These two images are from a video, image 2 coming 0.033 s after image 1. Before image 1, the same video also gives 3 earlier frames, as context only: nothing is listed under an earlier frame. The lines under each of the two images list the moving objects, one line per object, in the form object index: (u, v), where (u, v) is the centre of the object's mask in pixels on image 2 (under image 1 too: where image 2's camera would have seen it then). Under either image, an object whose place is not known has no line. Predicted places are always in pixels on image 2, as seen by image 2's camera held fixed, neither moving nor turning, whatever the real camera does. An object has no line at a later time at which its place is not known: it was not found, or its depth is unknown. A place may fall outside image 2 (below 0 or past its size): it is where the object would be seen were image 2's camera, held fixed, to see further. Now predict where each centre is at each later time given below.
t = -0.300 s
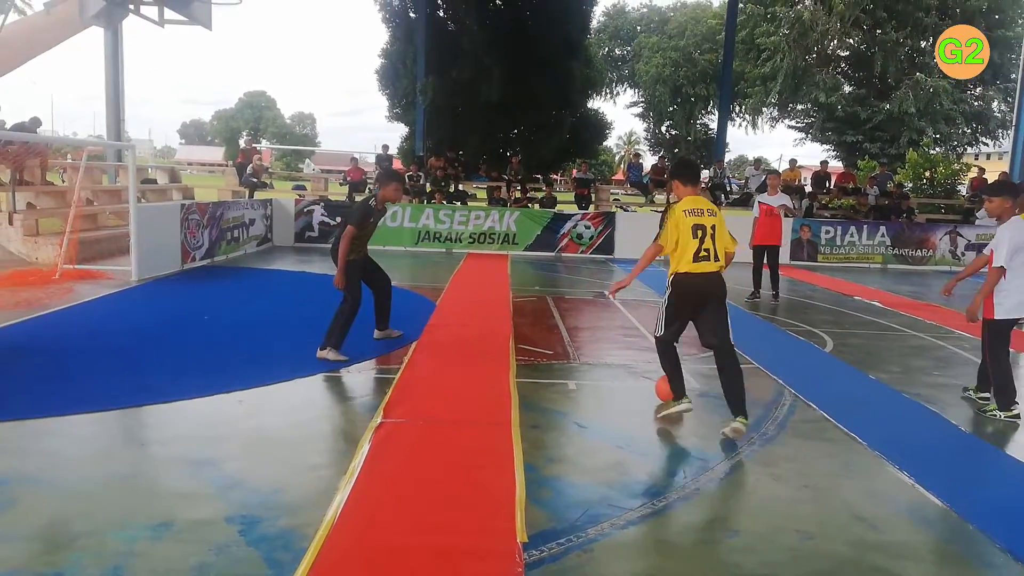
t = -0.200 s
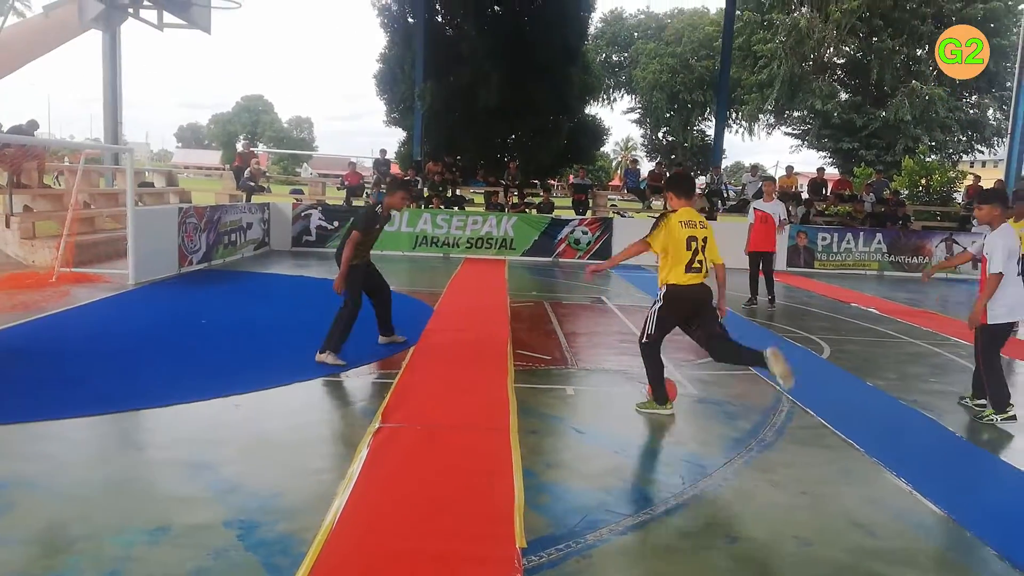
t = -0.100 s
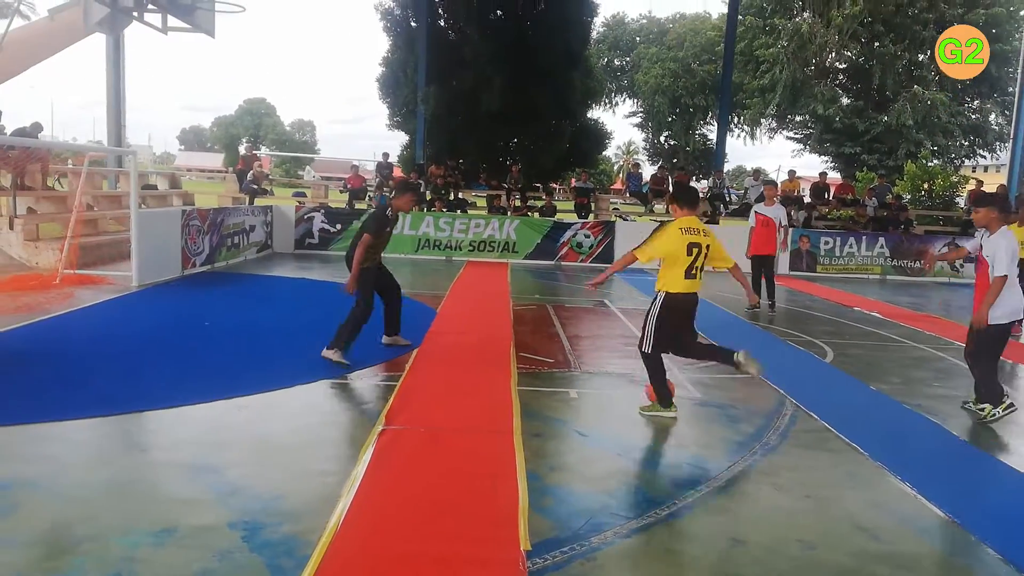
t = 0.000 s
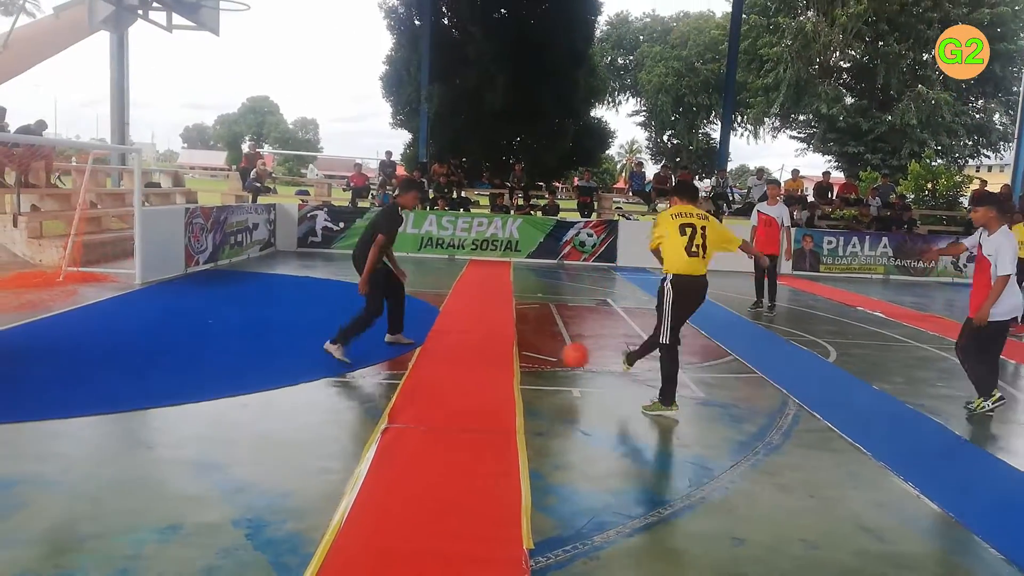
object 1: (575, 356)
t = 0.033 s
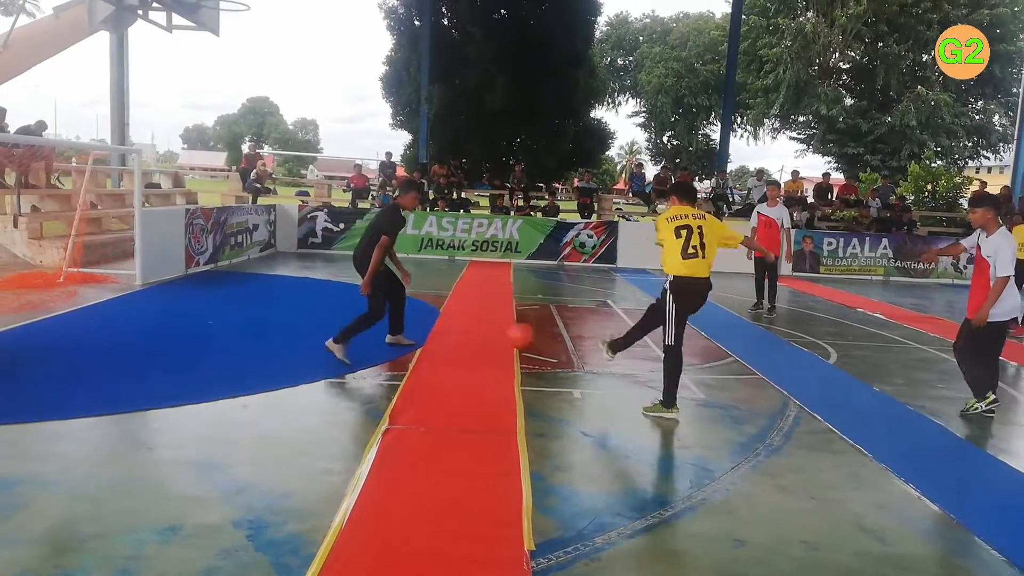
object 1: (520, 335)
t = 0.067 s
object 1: (467, 318)
